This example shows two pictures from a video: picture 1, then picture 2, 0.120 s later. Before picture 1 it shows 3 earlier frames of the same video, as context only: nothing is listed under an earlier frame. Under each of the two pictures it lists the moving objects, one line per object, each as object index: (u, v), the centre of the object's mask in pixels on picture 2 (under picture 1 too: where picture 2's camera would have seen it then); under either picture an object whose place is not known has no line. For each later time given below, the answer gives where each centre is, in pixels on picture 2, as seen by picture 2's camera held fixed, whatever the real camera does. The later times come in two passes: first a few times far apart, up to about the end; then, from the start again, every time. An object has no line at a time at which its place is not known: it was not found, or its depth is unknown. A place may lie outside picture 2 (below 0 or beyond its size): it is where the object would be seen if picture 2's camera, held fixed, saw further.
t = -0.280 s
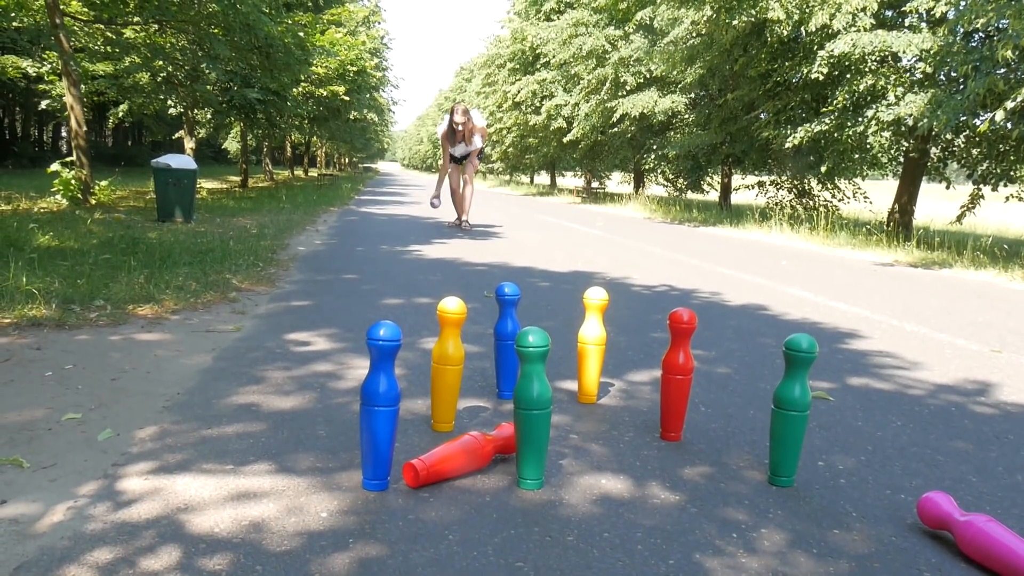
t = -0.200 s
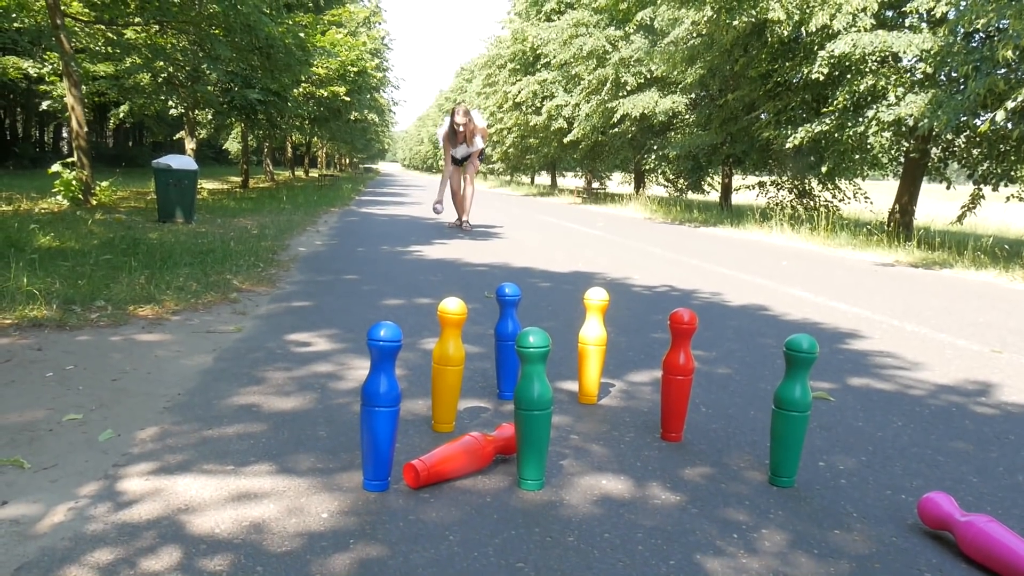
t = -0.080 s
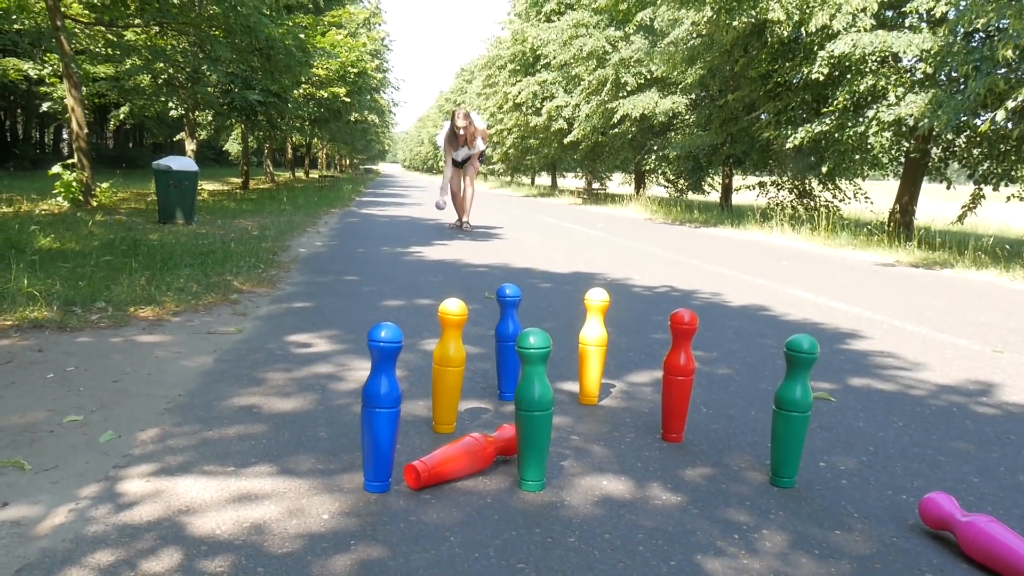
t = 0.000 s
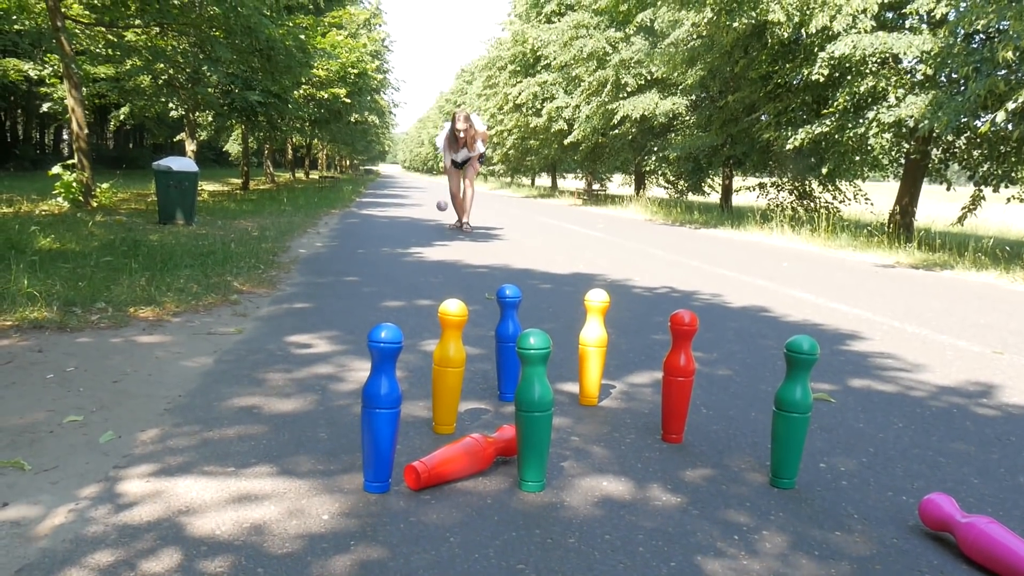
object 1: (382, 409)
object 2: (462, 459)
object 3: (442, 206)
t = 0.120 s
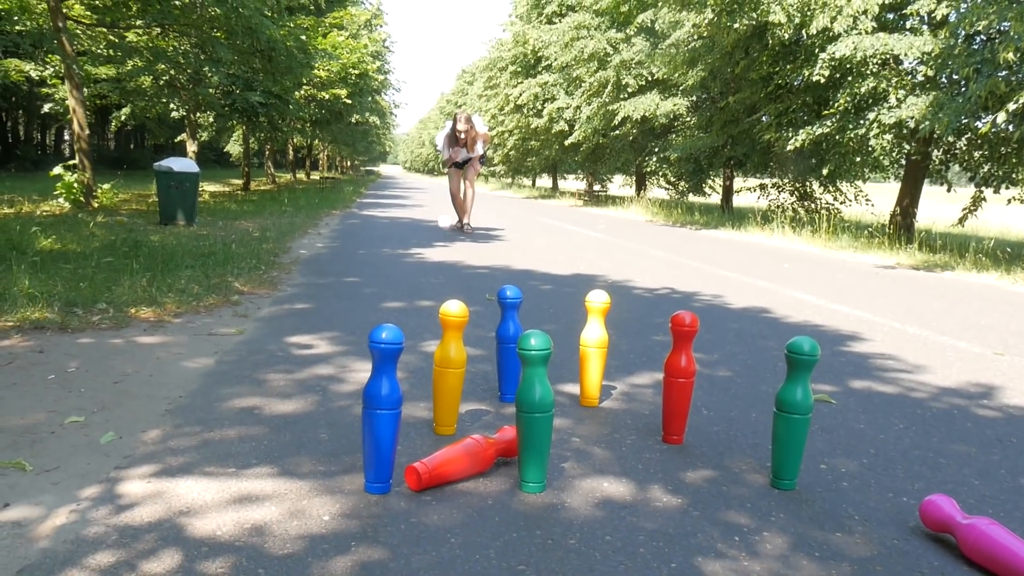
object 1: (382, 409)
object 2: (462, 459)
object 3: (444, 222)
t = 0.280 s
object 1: (382, 409)
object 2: (462, 459)
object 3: (443, 240)
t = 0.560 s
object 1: (382, 409)
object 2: (462, 459)
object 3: (435, 255)
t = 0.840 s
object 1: (382, 408)
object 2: (462, 459)
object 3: (425, 271)
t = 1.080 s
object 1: (382, 409)
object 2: (462, 459)
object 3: (414, 290)
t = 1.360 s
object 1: (382, 409)
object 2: (462, 459)
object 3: (401, 318)
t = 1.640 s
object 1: (382, 409)
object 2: (462, 459)
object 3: (363, 370)
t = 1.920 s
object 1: (402, 414)
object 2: (473, 455)
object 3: (314, 477)
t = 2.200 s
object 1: (459, 459)
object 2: (498, 443)
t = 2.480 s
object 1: (457, 482)
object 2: (484, 450)
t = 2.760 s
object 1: (447, 491)
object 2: (471, 453)
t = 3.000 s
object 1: (444, 495)
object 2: (466, 454)
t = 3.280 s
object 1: (448, 494)
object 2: (470, 455)
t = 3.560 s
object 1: (454, 490)
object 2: (476, 456)
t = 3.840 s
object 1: (459, 487)
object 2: (478, 455)
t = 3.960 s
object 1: (458, 487)
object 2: (477, 454)
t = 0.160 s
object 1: (382, 409)
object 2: (462, 459)
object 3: (446, 233)
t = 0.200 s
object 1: (382, 409)
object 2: (462, 459)
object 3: (444, 240)
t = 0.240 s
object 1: (382, 409)
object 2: (462, 459)
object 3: (444, 239)
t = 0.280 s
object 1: (382, 409)
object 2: (462, 459)
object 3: (443, 240)
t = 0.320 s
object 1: (382, 409)
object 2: (462, 459)
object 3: (442, 243)
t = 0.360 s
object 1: (382, 409)
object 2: (462, 459)
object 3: (440, 246)
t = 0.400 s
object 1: (382, 409)
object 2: (462, 459)
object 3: (439, 243)
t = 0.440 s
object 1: (382, 409)
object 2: (462, 459)
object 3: (438, 243)
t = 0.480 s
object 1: (382, 408)
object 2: (462, 459)
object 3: (437, 246)
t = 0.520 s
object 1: (382, 409)
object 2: (462, 459)
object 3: (436, 252)
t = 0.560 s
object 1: (382, 409)
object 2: (462, 459)
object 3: (435, 255)
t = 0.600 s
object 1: (382, 409)
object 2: (462, 459)
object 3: (434, 257)
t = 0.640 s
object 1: (382, 409)
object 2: (462, 459)
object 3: (433, 260)
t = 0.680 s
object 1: (382, 408)
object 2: (462, 459)
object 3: (432, 261)
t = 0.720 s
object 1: (382, 408)
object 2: (462, 459)
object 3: (430, 264)
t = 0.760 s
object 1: (382, 408)
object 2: (462, 459)
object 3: (428, 267)
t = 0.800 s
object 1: (382, 408)
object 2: (462, 459)
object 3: (427, 268)
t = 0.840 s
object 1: (382, 408)
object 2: (462, 459)
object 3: (425, 271)
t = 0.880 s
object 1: (382, 408)
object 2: (462, 459)
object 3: (424, 274)
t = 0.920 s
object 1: (382, 408)
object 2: (462, 459)
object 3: (422, 277)
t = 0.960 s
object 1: (382, 408)
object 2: (462, 459)
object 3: (420, 281)
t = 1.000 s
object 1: (382, 408)
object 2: (462, 459)
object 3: (418, 284)
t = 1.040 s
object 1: (382, 408)
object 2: (462, 459)
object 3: (417, 286)
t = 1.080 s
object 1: (382, 409)
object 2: (462, 459)
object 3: (414, 290)
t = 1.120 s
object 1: (382, 409)
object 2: (462, 459)
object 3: (413, 294)
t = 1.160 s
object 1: (382, 409)
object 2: (462, 459)
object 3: (411, 296)
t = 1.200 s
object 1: (382, 409)
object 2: (462, 459)
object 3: (408, 302)
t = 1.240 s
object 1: (382, 409)
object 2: (462, 459)
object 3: (406, 307)
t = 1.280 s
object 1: (382, 409)
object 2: (462, 459)
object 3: (404, 312)
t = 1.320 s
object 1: (382, 409)
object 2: (462, 459)
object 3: (402, 315)
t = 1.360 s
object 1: (382, 409)
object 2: (462, 459)
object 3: (401, 318)
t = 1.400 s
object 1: (382, 409)
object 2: (462, 459)
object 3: (399, 321)
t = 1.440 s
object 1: (382, 409)
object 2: (462, 459)
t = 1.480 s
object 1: (382, 408)
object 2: (462, 459)
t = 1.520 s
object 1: (382, 409)
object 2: (462, 459)
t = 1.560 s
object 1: (382, 409)
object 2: (462, 459)
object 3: (368, 357)
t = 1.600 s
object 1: (382, 409)
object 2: (462, 459)
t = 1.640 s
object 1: (382, 409)
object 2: (462, 459)
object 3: (363, 370)
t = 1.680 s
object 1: (382, 409)
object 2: (462, 459)
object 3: (359, 383)
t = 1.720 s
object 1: (382, 409)
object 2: (462, 459)
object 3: (355, 393)
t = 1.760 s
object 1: (382, 409)
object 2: (462, 459)
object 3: (350, 410)
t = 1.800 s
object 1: (382, 409)
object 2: (462, 459)
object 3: (347, 425)
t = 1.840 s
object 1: (382, 409)
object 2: (462, 459)
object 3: (342, 440)
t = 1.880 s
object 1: (388, 409)
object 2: (463, 459)
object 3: (333, 458)
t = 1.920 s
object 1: (402, 414)
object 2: (473, 455)
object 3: (314, 477)
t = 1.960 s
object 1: (415, 428)
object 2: (482, 451)
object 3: (294, 495)
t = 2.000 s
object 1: (426, 443)
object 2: (487, 449)
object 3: (273, 511)
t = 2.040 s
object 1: (436, 465)
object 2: (487, 449)
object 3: (248, 536)
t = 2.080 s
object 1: (445, 490)
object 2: (478, 452)
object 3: (222, 550)
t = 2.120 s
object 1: (450, 469)
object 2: (491, 445)
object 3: (193, 563)
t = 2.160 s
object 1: (455, 459)
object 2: (497, 443)
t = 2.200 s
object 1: (459, 459)
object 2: (498, 443)
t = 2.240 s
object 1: (463, 468)
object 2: (495, 445)
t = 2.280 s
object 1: (463, 474)
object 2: (492, 445)
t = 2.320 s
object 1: (462, 476)
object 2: (489, 441)
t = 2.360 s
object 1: (462, 476)
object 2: (489, 442)
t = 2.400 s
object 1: (461, 476)
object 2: (491, 447)
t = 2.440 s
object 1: (460, 476)
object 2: (490, 448)
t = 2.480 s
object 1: (457, 482)
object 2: (484, 450)
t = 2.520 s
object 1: (453, 486)
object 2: (478, 451)
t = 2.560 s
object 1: (449, 479)
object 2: (484, 447)
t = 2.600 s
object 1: (447, 480)
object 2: (479, 449)
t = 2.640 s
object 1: (445, 487)
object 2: (473, 452)
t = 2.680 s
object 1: (447, 487)
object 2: (476, 452)
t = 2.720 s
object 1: (449, 491)
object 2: (474, 452)
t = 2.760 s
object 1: (447, 491)
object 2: (471, 453)
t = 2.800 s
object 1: (446, 492)
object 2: (468, 453)
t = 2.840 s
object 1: (446, 494)
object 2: (468, 454)
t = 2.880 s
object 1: (447, 494)
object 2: (470, 453)
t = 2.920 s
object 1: (446, 495)
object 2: (468, 454)
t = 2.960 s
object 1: (444, 494)
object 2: (467, 454)
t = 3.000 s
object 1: (444, 495)
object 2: (466, 454)
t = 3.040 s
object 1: (444, 495)
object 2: (466, 455)
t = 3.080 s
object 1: (446, 496)
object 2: (468, 454)
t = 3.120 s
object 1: (446, 496)
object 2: (468, 454)
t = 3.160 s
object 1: (445, 495)
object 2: (467, 455)
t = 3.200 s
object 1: (445, 494)
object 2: (467, 455)
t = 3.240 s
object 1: (447, 495)
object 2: (469, 455)
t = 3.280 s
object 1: (448, 494)
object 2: (470, 455)
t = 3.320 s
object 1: (449, 494)
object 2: (470, 456)
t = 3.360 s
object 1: (449, 493)
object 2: (471, 456)
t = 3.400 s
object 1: (450, 493)
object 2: (472, 456)
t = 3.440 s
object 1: (451, 492)
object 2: (473, 456)
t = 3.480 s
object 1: (452, 492)
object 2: (475, 456)
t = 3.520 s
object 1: (453, 491)
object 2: (475, 456)
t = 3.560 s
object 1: (454, 490)
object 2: (476, 456)
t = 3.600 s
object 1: (455, 489)
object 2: (477, 456)
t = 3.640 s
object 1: (456, 489)
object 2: (478, 456)
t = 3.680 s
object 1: (457, 488)
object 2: (478, 455)
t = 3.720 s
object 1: (457, 488)
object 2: (479, 455)
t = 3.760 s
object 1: (458, 488)
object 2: (479, 455)
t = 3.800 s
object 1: (458, 487)
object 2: (479, 455)
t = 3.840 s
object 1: (459, 487)
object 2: (478, 455)
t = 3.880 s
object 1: (458, 488)
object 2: (478, 455)
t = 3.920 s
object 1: (458, 487)
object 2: (477, 454)
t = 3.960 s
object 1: (458, 487)
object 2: (477, 454)
